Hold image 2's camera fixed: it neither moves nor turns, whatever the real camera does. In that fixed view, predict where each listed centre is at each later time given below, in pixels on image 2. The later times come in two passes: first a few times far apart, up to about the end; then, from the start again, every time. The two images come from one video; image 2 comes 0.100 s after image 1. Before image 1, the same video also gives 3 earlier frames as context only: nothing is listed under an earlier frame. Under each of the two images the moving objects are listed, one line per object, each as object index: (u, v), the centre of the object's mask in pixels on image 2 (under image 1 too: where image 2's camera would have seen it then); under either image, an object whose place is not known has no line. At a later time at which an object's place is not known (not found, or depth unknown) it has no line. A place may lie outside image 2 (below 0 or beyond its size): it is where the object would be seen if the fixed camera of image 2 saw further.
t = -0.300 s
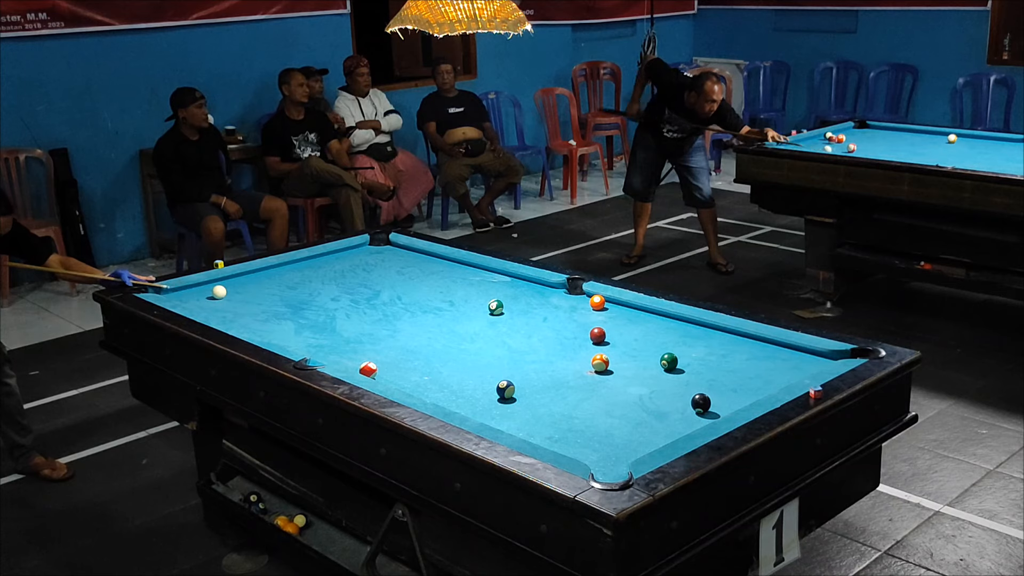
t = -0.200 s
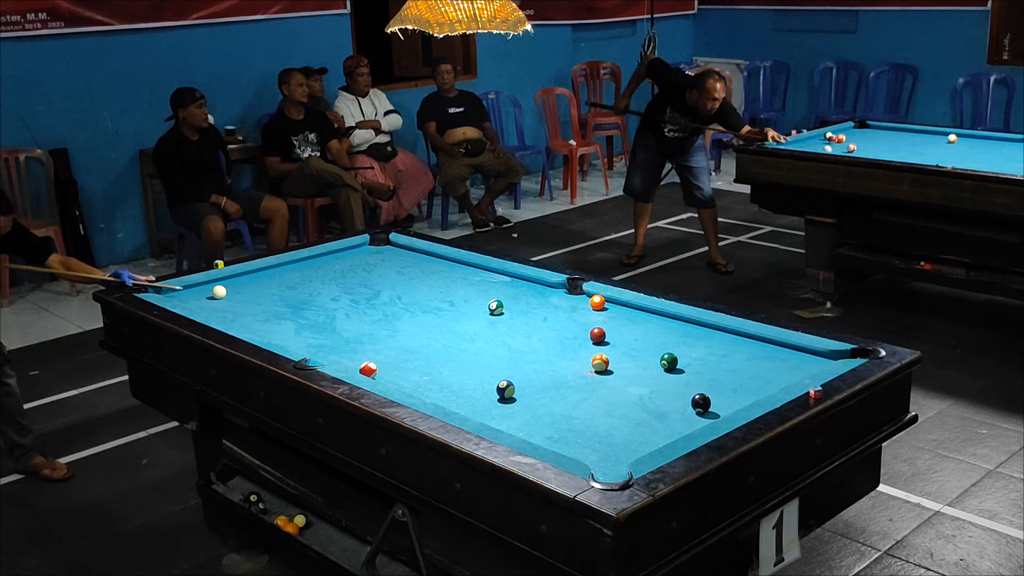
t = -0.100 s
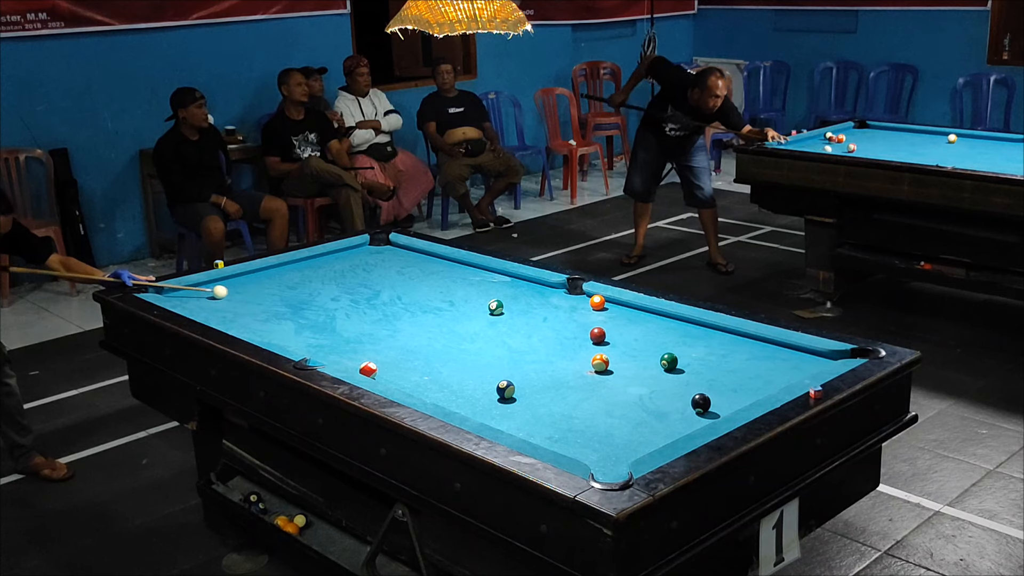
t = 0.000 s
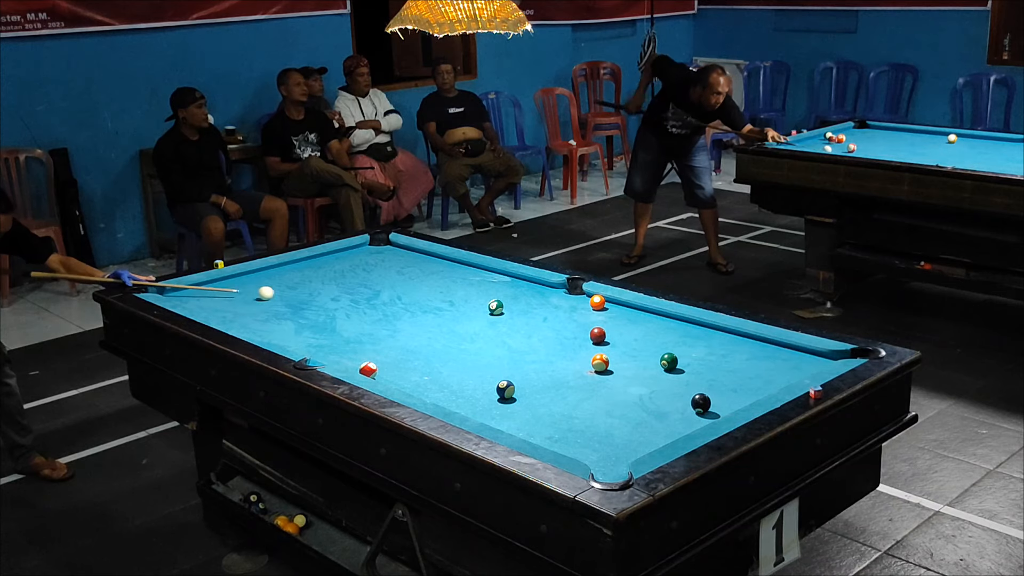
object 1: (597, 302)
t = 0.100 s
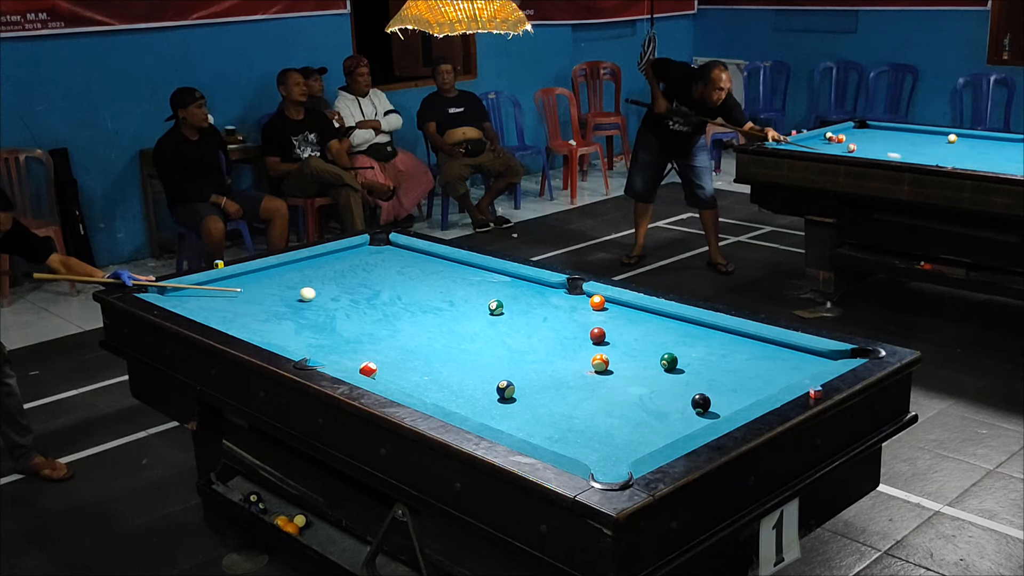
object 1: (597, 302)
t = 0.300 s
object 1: (597, 302)
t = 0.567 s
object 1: (597, 302)
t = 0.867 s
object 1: (623, 304)
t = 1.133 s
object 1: (638, 318)
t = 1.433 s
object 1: (656, 333)
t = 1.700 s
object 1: (671, 346)
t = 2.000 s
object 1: (692, 362)
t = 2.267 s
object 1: (715, 374)
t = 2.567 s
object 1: (739, 386)
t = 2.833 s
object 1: (757, 393)
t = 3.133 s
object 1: (735, 393)
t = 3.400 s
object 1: (718, 391)
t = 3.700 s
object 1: (702, 387)
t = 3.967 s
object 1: (692, 387)
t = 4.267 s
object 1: (684, 386)
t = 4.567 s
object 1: (680, 386)
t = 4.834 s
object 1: (681, 386)
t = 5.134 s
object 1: (681, 386)
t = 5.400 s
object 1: (681, 386)
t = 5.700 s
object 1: (681, 386)
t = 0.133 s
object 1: (597, 302)
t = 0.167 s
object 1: (597, 302)
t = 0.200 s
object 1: (597, 302)
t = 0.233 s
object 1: (597, 302)
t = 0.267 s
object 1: (597, 302)
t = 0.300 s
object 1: (597, 302)
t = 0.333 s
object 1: (597, 302)
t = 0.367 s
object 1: (597, 302)
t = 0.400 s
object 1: (597, 302)
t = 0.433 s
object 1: (597, 302)
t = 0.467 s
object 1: (597, 302)
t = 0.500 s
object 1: (597, 302)
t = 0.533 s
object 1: (597, 302)
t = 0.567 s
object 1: (597, 302)
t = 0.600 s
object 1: (597, 302)
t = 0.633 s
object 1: (597, 302)
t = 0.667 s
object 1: (597, 302)
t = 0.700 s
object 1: (597, 302)
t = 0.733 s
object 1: (597, 302)
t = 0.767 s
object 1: (599, 302)
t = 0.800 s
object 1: (610, 302)
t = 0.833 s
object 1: (620, 303)
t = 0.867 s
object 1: (623, 304)
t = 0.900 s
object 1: (625, 306)
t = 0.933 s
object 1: (627, 308)
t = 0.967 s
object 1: (629, 309)
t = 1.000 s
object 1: (631, 311)
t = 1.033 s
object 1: (632, 313)
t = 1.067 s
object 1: (634, 315)
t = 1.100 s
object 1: (636, 316)
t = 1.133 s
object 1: (638, 318)
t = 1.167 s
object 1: (640, 320)
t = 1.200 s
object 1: (642, 321)
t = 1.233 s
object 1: (644, 323)
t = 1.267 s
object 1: (646, 325)
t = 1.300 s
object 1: (648, 327)
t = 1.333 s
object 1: (650, 328)
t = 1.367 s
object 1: (652, 330)
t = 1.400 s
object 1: (654, 332)
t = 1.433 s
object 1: (656, 333)
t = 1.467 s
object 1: (658, 335)
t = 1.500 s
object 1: (660, 337)
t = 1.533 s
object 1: (661, 339)
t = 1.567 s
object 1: (663, 341)
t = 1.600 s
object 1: (665, 342)
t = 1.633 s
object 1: (667, 344)
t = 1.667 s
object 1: (669, 345)
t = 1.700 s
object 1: (671, 346)
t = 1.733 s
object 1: (674, 348)
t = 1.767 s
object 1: (676, 349)
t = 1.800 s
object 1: (678, 351)
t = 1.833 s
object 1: (680, 354)
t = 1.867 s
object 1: (682, 356)
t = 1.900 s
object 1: (684, 357)
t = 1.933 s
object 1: (686, 359)
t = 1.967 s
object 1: (689, 361)
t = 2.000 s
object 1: (692, 362)
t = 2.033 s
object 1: (695, 363)
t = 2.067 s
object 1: (698, 365)
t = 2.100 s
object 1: (701, 366)
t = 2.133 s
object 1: (703, 368)
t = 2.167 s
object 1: (706, 369)
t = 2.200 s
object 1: (709, 371)
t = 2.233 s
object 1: (712, 372)
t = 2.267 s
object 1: (715, 374)
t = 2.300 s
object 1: (717, 375)
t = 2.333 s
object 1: (720, 376)
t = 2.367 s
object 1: (723, 378)
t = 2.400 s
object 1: (725, 379)
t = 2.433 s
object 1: (728, 380)
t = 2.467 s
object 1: (731, 382)
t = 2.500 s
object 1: (733, 383)
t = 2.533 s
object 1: (736, 385)
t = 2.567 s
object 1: (739, 386)
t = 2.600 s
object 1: (741, 387)
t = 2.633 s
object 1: (744, 389)
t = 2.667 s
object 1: (746, 390)
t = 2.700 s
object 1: (749, 391)
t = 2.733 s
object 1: (751, 392)
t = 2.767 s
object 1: (754, 393)
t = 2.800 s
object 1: (756, 393)
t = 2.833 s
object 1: (757, 393)
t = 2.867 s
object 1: (755, 394)
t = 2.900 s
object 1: (753, 394)
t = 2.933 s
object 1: (750, 394)
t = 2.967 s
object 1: (748, 394)
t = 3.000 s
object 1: (745, 394)
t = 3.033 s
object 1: (743, 394)
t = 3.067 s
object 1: (740, 394)
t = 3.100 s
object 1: (737, 393)
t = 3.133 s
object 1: (735, 393)
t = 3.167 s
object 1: (733, 393)
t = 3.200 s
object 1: (731, 392)
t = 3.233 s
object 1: (728, 392)
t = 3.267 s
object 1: (726, 392)
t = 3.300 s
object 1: (724, 391)
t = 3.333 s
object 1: (722, 391)
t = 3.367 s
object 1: (720, 391)
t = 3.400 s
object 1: (718, 391)
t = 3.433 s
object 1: (716, 391)
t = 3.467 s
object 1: (714, 390)
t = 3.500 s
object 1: (713, 390)
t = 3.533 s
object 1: (711, 389)
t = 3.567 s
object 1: (709, 389)
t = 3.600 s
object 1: (707, 388)
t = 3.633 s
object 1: (706, 388)
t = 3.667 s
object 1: (704, 388)
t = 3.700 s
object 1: (702, 387)
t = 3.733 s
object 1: (701, 387)
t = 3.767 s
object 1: (699, 387)
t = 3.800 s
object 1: (698, 387)
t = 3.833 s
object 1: (696, 387)
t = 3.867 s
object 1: (695, 387)
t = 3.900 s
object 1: (694, 387)
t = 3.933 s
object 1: (693, 387)
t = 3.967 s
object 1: (692, 387)
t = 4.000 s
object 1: (691, 387)
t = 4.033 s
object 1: (690, 387)
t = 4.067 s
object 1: (689, 387)
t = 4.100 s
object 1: (688, 387)
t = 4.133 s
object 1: (687, 387)
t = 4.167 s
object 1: (686, 387)
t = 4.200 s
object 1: (685, 387)
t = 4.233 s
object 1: (685, 386)
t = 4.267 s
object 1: (684, 386)
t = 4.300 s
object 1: (683, 386)
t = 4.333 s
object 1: (683, 386)
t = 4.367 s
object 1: (682, 386)
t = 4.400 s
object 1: (682, 386)
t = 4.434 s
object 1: (681, 386)
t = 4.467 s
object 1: (681, 386)
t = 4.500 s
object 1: (681, 386)
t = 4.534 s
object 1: (680, 386)
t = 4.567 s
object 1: (680, 386)
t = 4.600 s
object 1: (680, 386)
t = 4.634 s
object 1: (680, 386)
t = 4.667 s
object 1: (680, 386)
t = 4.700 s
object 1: (681, 386)
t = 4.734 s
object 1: (681, 385)
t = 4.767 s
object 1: (681, 386)
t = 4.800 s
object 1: (681, 385)
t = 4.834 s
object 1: (681, 386)
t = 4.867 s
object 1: (681, 386)
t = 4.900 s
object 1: (681, 386)
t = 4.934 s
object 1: (681, 386)
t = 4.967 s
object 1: (681, 386)
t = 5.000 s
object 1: (681, 386)
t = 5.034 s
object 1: (681, 386)
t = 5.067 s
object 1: (681, 386)
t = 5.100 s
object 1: (681, 386)
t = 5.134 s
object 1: (681, 386)
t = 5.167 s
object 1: (681, 386)
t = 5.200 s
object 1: (681, 386)
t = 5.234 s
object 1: (681, 386)
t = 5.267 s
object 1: (681, 386)
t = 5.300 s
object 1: (681, 386)
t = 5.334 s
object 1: (681, 386)
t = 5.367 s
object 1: (681, 386)
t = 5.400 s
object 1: (681, 386)
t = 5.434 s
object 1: (681, 386)
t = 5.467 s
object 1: (681, 386)
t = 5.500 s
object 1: (681, 386)
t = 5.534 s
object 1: (681, 386)
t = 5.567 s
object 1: (681, 386)
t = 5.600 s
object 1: (681, 386)
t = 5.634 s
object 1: (681, 386)
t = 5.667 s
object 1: (681, 386)
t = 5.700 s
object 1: (681, 386)
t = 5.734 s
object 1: (681, 386)
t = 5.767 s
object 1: (681, 386)
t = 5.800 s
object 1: (681, 386)
